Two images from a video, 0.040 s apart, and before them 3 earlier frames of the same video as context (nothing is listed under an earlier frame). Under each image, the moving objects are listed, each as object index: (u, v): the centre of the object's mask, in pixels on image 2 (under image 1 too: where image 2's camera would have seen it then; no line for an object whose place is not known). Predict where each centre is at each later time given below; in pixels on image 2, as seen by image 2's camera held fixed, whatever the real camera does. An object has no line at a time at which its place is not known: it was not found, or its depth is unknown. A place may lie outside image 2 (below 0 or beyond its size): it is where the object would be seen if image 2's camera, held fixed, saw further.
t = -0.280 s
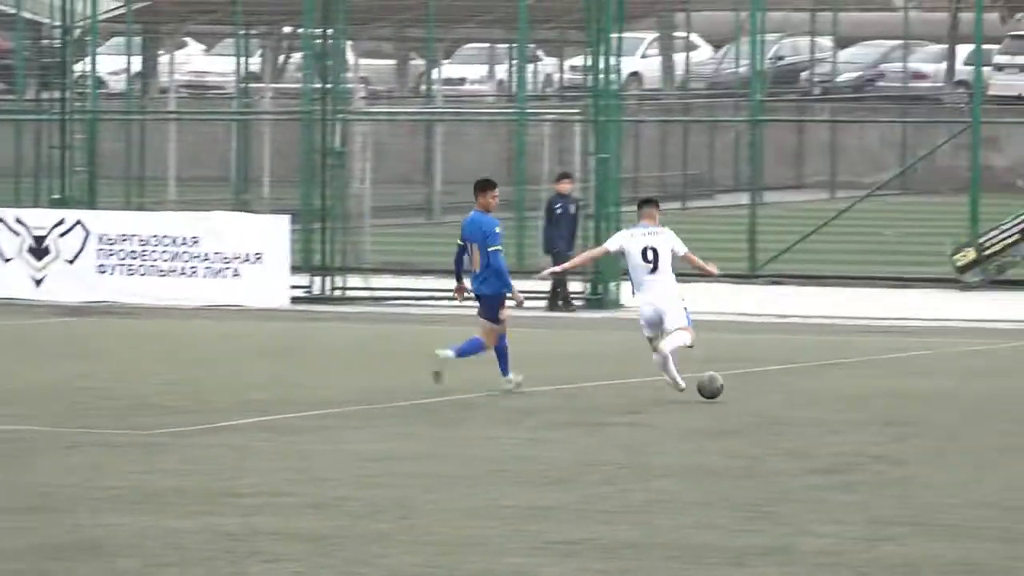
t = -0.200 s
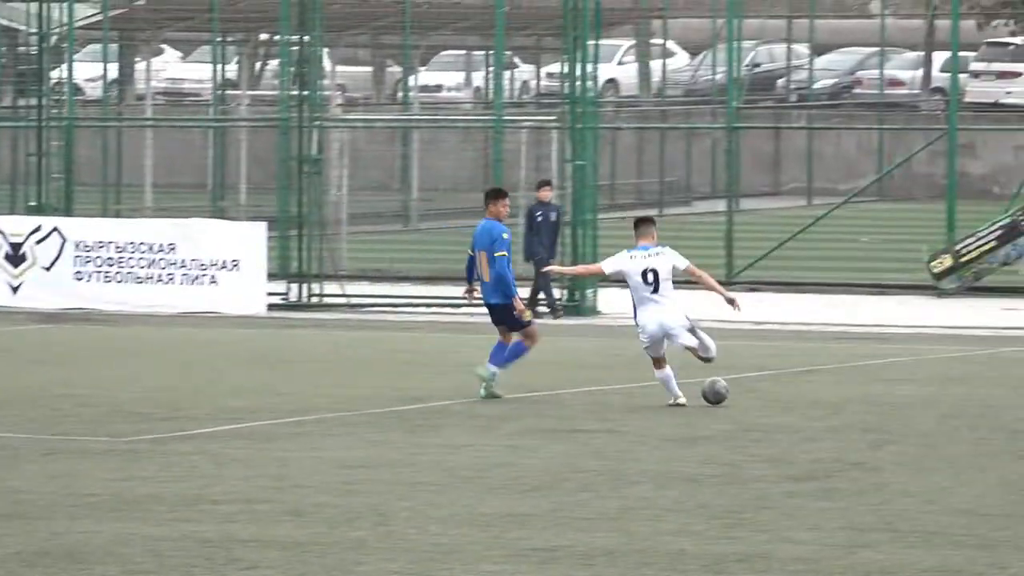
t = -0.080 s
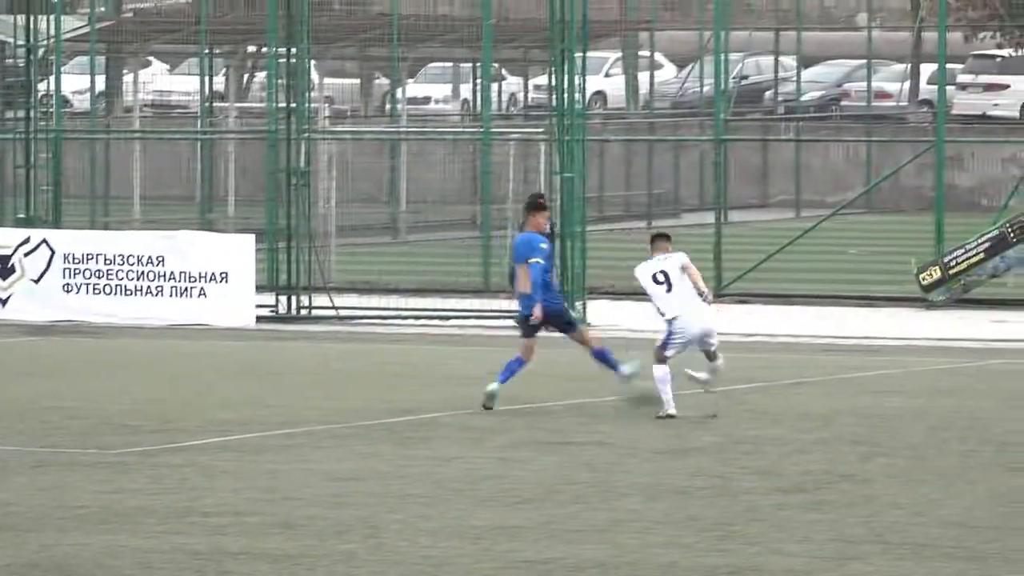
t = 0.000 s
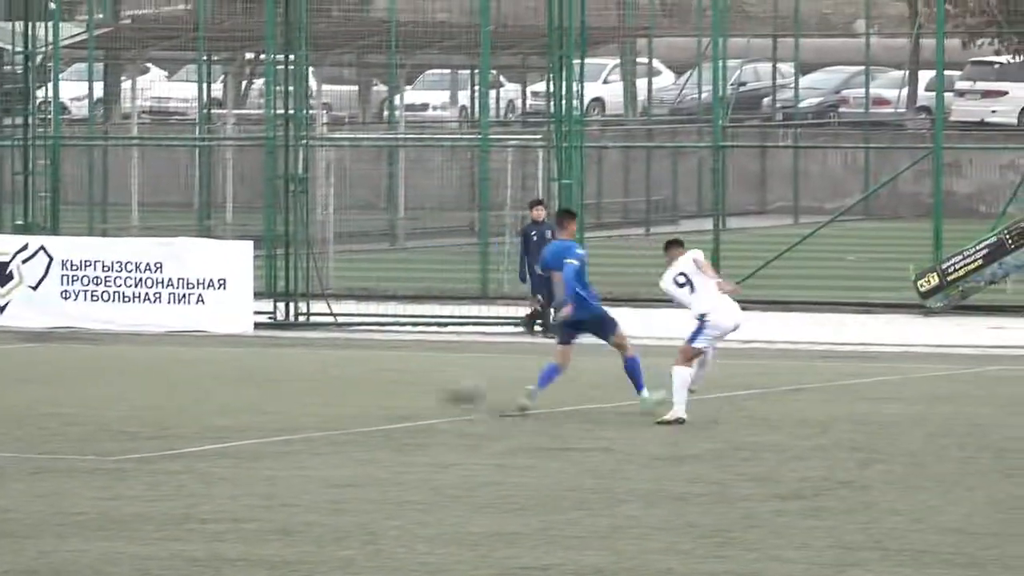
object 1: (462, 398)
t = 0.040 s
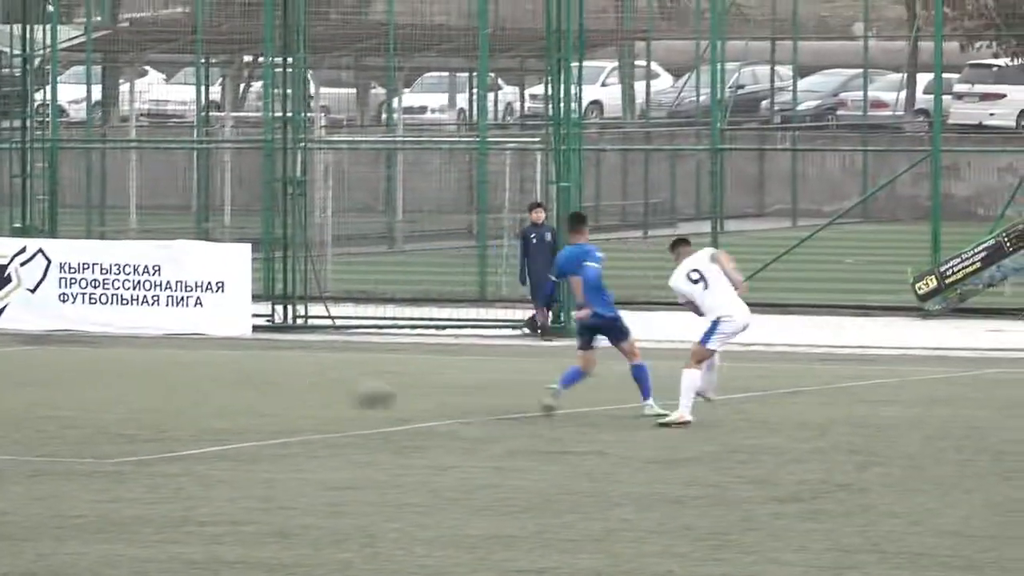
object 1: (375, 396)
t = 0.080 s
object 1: (294, 392)
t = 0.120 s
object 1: (221, 381)
